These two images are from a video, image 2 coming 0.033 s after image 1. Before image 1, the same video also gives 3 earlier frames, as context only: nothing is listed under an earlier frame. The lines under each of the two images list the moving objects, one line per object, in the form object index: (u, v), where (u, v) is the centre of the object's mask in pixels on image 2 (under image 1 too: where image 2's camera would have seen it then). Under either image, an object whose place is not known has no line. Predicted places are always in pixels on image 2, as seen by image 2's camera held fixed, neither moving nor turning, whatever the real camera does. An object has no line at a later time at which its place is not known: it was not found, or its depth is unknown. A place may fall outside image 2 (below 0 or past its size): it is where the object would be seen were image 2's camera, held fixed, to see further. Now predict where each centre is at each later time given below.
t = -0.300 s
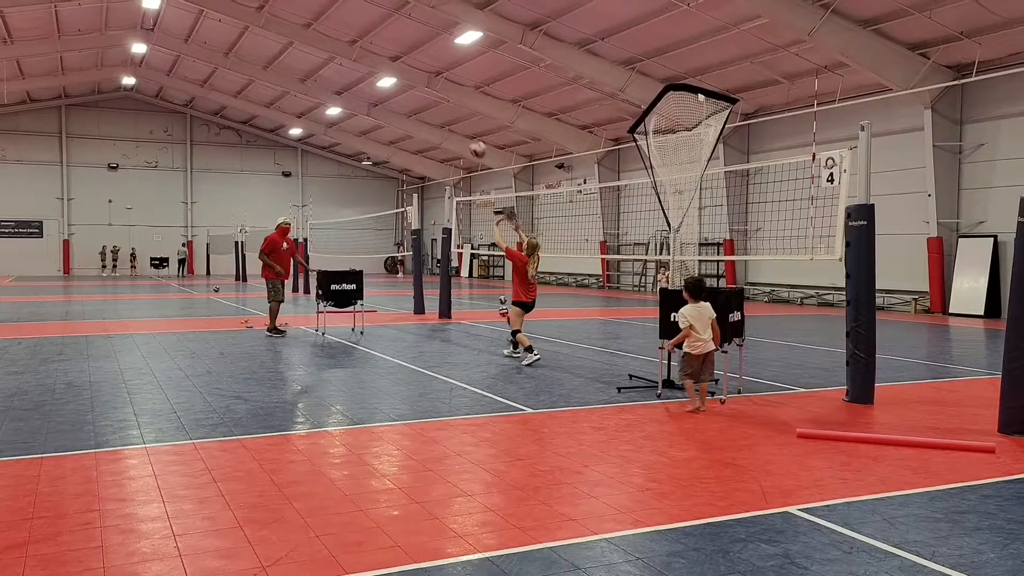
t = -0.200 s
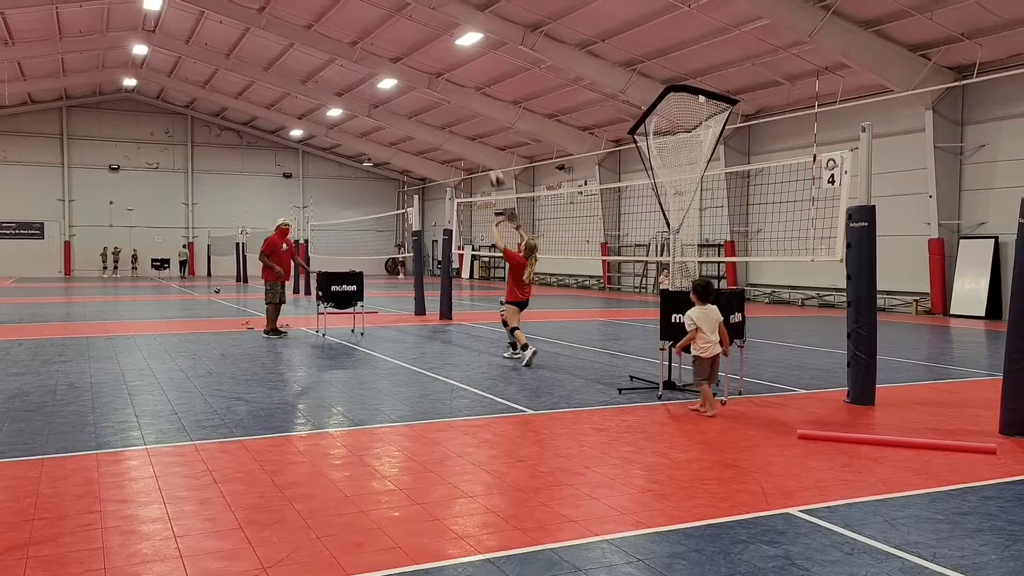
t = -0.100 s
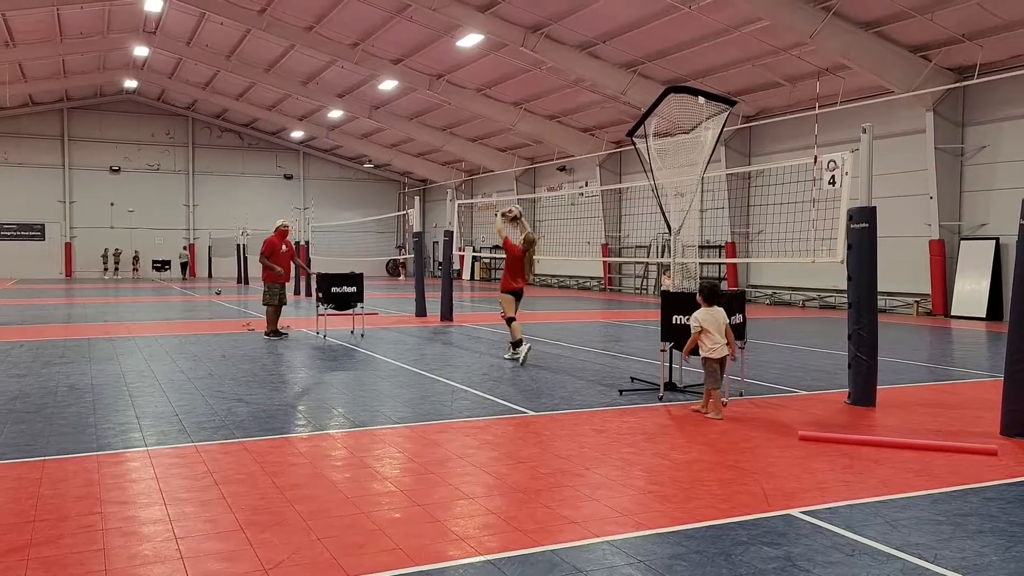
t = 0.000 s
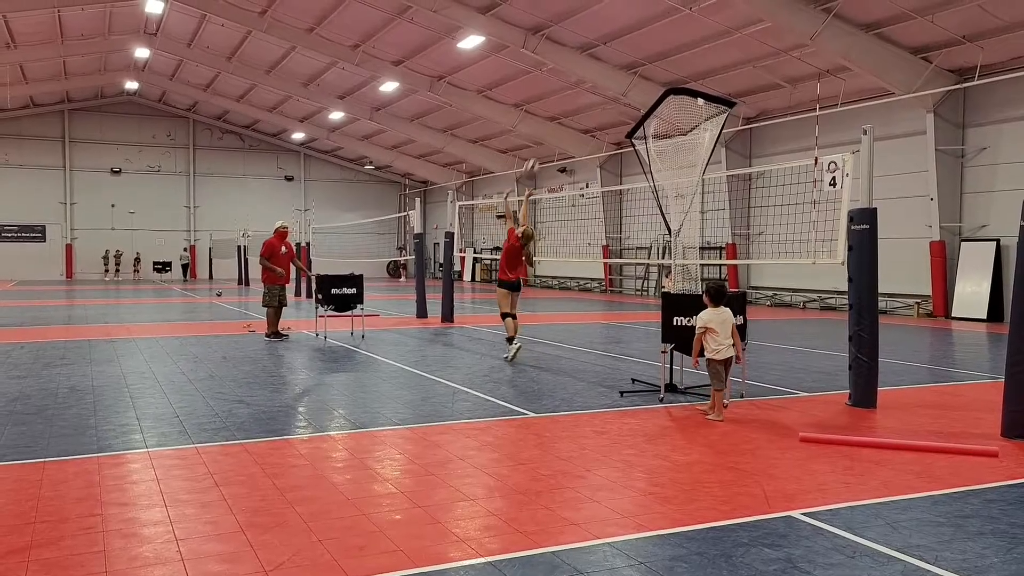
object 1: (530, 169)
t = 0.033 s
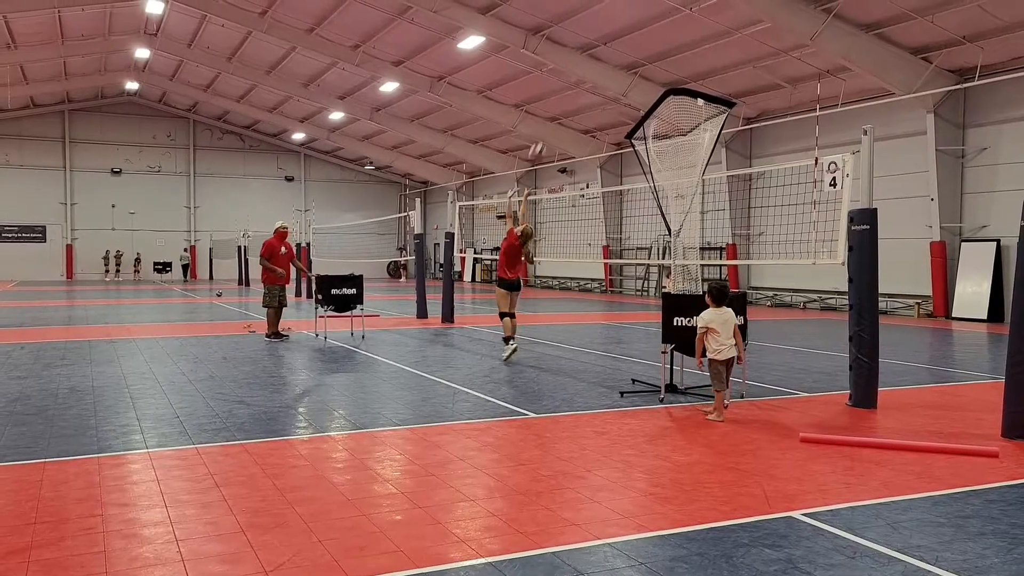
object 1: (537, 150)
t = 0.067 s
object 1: (543, 136)
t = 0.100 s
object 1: (549, 122)
